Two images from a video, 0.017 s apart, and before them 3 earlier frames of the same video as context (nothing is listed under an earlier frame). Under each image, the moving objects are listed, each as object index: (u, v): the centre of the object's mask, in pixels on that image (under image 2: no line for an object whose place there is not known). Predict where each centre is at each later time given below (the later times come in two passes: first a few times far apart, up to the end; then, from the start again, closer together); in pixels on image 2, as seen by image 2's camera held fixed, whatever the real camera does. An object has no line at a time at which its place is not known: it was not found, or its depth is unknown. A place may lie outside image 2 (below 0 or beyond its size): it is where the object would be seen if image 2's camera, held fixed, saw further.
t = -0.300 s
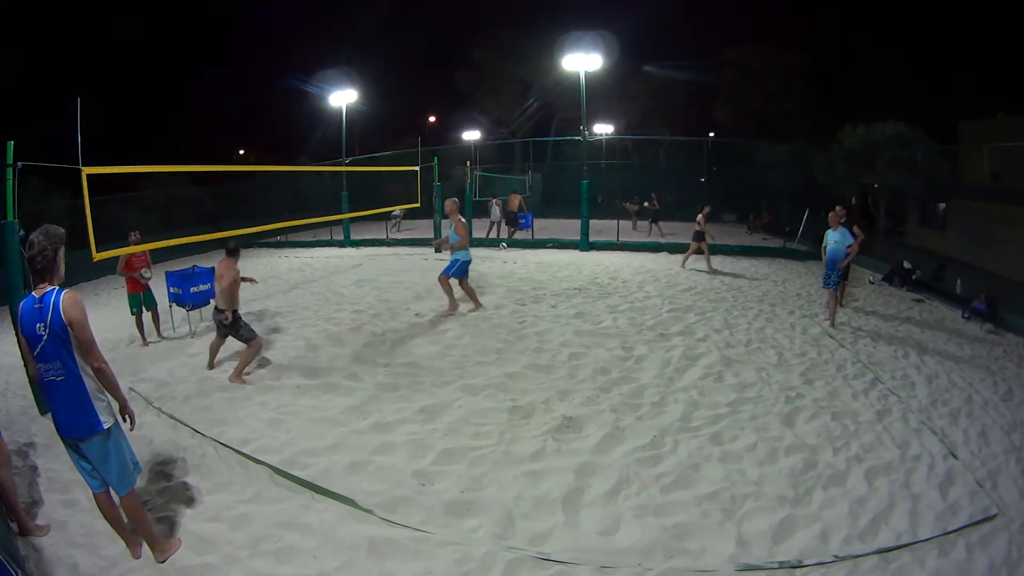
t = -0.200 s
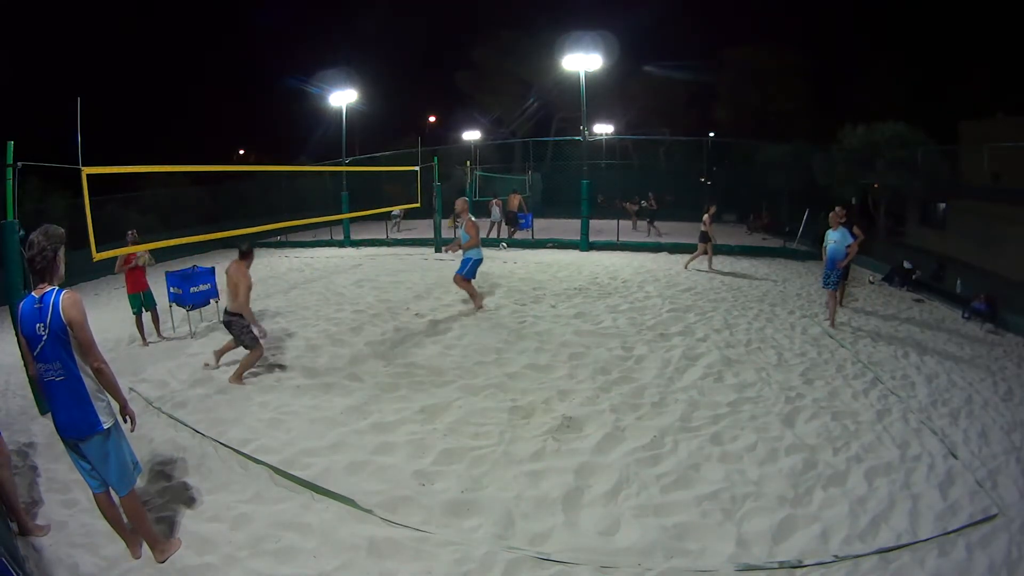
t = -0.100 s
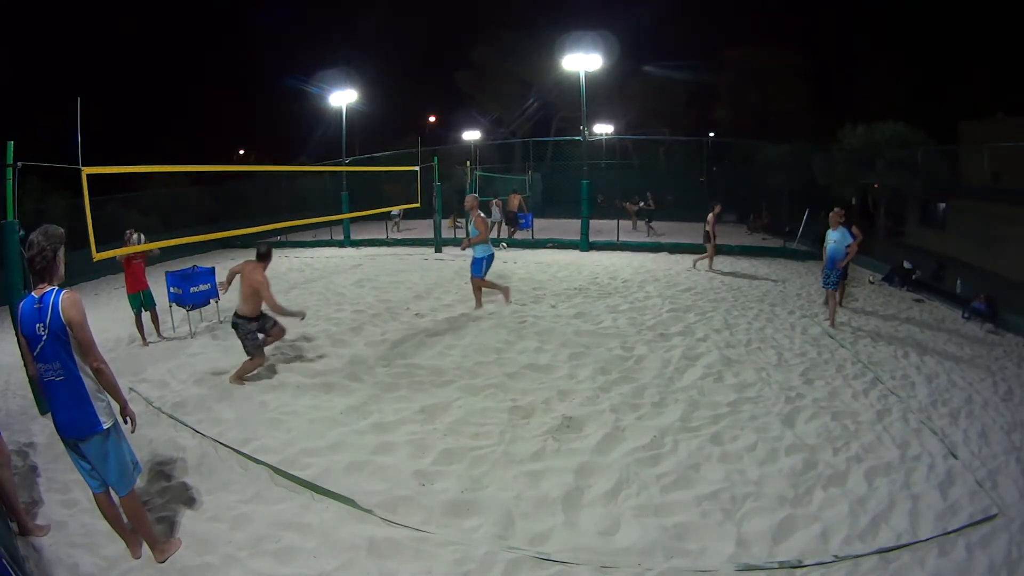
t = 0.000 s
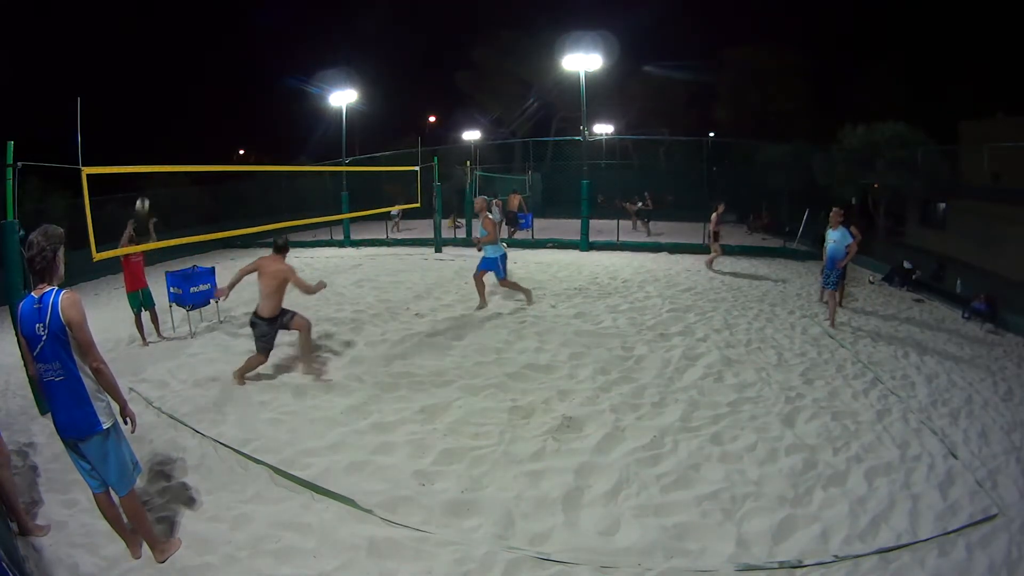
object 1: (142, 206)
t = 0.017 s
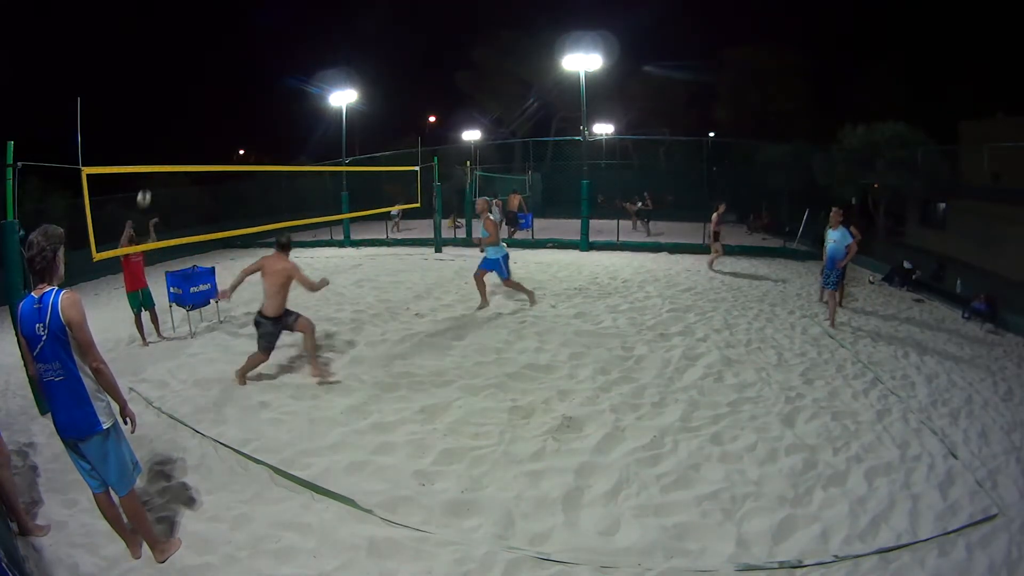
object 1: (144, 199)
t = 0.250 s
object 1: (173, 112)
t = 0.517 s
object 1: (218, 55)
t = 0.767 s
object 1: (265, 48)
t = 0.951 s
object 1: (305, 80)
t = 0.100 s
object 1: (153, 161)
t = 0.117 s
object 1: (155, 157)
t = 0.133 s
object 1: (157, 151)
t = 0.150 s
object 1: (159, 146)
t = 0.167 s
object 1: (161, 139)
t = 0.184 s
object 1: (164, 134)
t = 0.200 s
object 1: (166, 128)
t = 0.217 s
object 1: (168, 122)
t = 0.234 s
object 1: (171, 117)
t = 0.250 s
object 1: (173, 112)
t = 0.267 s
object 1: (176, 107)
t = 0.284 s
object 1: (178, 102)
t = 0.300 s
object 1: (181, 97)
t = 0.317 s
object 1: (184, 93)
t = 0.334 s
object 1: (186, 89)
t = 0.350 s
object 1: (189, 84)
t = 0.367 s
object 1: (192, 81)
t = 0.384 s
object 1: (194, 77)
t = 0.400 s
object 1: (197, 73)
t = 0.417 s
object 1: (200, 70)
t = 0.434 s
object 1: (203, 67)
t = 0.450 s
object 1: (206, 64)
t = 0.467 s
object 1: (209, 62)
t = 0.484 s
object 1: (212, 59)
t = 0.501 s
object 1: (215, 57)
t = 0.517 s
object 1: (218, 55)
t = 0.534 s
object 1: (221, 53)
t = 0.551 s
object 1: (224, 51)
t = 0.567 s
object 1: (227, 49)
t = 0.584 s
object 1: (230, 48)
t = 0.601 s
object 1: (233, 47)
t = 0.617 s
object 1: (236, 46)
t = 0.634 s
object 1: (240, 46)
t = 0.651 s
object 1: (243, 45)
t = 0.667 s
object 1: (246, 45)
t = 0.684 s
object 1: (249, 45)
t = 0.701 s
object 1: (252, 45)
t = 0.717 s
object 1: (255, 46)
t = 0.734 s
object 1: (259, 46)
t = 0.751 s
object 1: (262, 47)
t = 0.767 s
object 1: (265, 48)
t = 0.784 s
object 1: (269, 50)
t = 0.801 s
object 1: (272, 52)
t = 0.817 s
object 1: (275, 54)
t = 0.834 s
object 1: (279, 56)
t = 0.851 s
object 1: (283, 59)
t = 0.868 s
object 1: (286, 62)
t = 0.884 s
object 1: (290, 65)
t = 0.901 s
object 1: (293, 68)
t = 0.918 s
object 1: (297, 72)
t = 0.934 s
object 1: (301, 76)
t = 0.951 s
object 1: (305, 80)
